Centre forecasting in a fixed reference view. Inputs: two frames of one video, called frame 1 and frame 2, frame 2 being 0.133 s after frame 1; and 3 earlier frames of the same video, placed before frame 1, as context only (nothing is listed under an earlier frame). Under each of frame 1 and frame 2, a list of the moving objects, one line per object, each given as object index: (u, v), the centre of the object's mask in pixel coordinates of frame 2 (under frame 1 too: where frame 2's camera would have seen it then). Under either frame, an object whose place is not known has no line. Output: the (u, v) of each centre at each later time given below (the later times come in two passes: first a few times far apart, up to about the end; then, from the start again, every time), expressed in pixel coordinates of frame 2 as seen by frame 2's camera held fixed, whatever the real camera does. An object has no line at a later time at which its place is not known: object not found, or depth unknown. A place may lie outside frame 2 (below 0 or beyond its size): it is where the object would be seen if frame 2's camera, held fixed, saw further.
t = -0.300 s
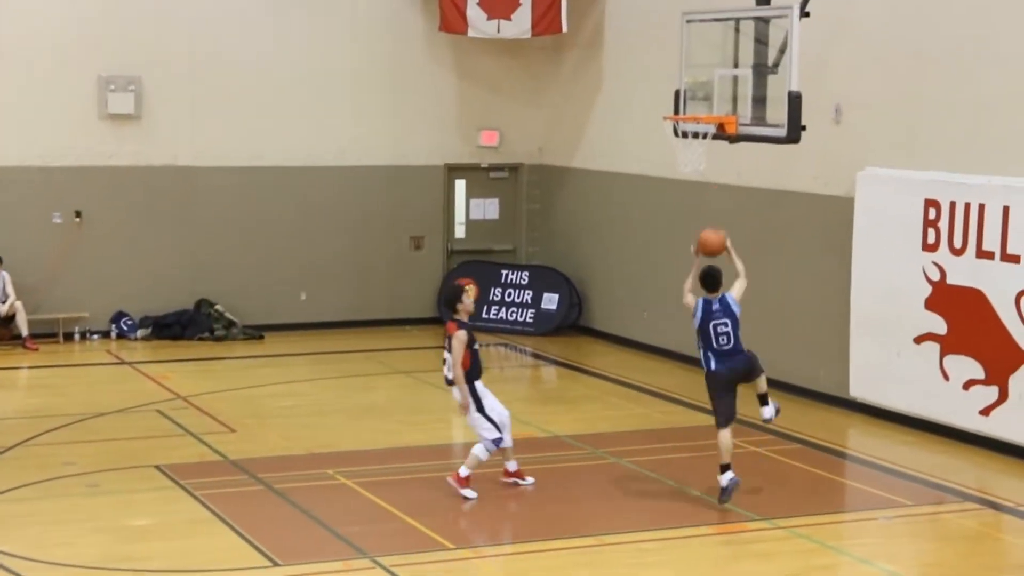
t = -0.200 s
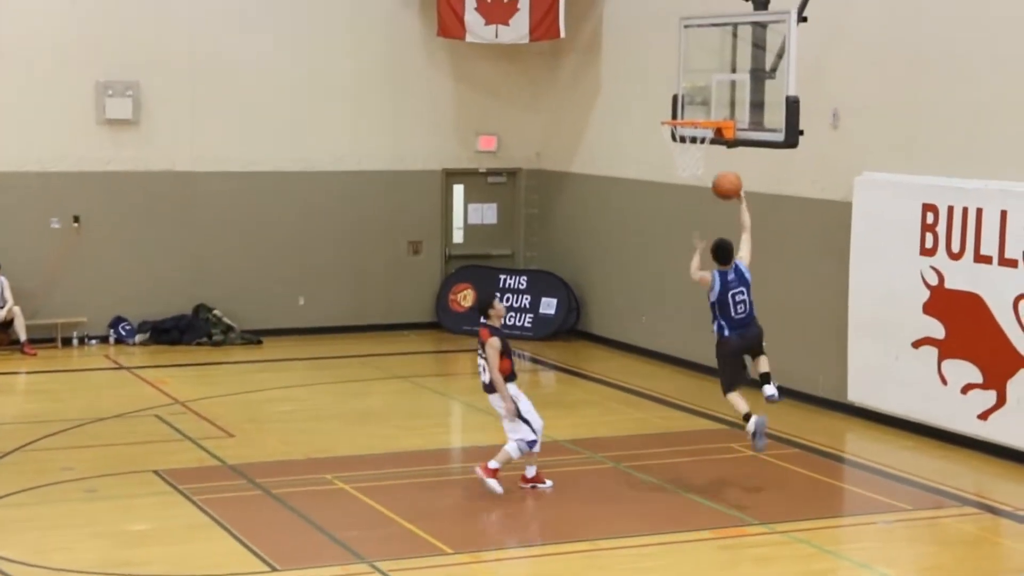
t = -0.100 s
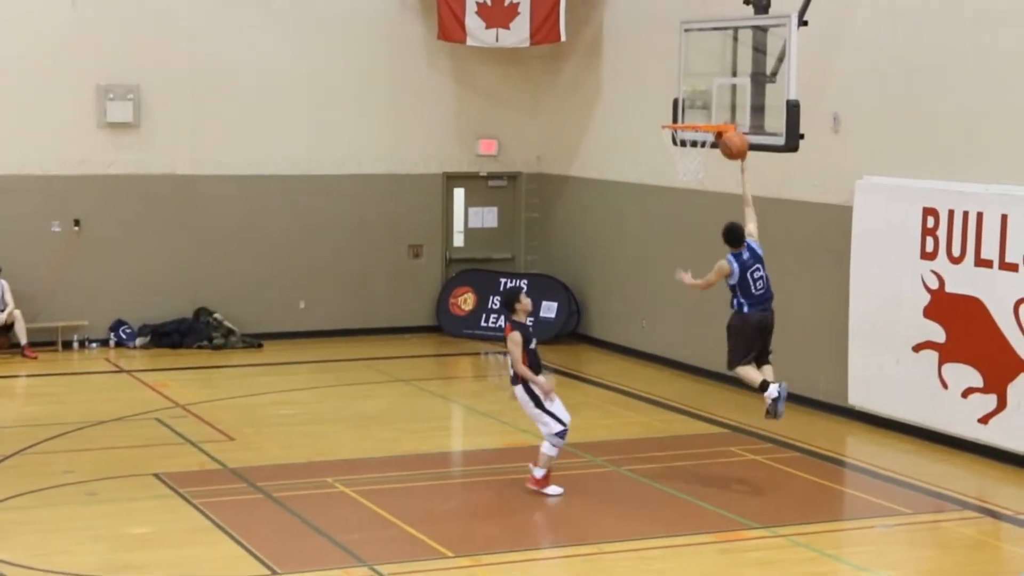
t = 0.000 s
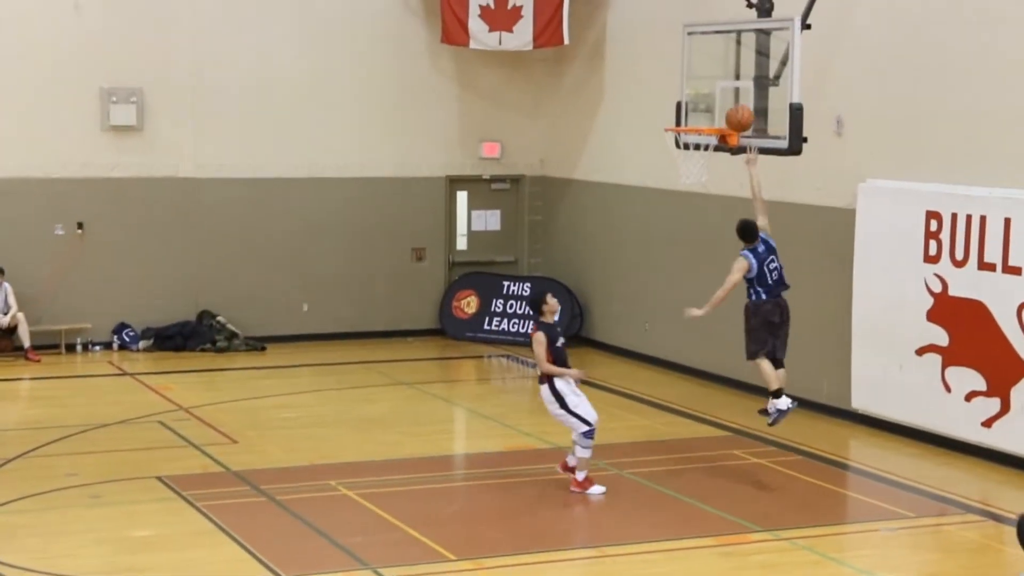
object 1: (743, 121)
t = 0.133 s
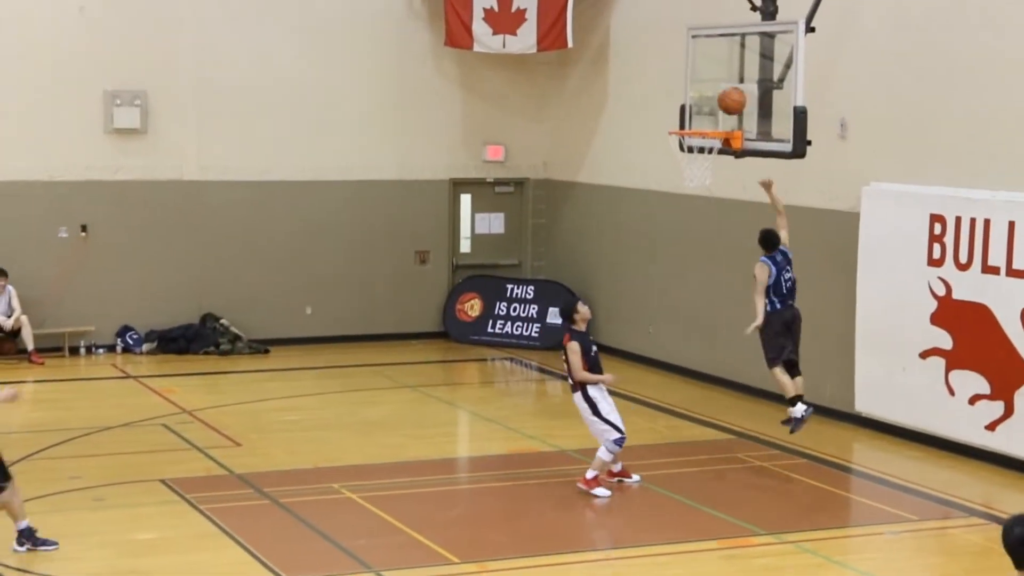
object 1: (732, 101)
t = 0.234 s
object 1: (713, 99)
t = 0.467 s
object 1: (693, 123)
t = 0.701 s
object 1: (690, 159)
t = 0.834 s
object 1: (677, 189)
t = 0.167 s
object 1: (725, 99)
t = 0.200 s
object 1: (719, 98)
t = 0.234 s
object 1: (713, 99)
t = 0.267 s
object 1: (707, 101)
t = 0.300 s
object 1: (701, 105)
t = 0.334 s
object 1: (695, 109)
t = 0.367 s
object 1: (689, 116)
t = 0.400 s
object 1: (683, 121)
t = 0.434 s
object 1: (685, 122)
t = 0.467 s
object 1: (693, 123)
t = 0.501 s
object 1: (699, 128)
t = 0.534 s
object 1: (706, 133)
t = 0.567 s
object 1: (707, 138)
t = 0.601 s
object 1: (703, 145)
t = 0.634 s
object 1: (699, 147)
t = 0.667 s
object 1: (695, 151)
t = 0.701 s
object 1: (690, 159)
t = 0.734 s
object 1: (687, 166)
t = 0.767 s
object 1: (684, 173)
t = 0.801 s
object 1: (681, 181)
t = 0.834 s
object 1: (677, 189)
